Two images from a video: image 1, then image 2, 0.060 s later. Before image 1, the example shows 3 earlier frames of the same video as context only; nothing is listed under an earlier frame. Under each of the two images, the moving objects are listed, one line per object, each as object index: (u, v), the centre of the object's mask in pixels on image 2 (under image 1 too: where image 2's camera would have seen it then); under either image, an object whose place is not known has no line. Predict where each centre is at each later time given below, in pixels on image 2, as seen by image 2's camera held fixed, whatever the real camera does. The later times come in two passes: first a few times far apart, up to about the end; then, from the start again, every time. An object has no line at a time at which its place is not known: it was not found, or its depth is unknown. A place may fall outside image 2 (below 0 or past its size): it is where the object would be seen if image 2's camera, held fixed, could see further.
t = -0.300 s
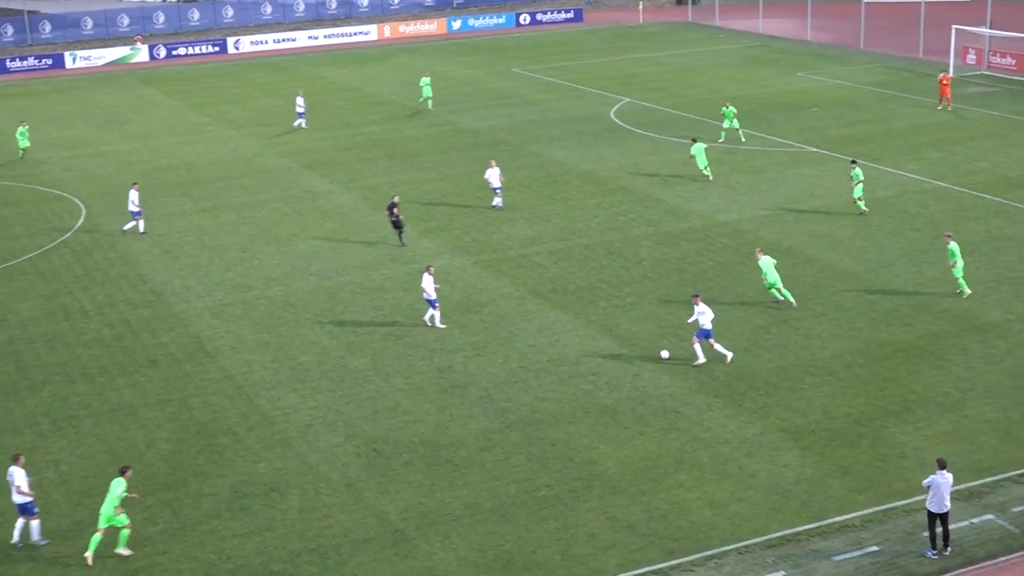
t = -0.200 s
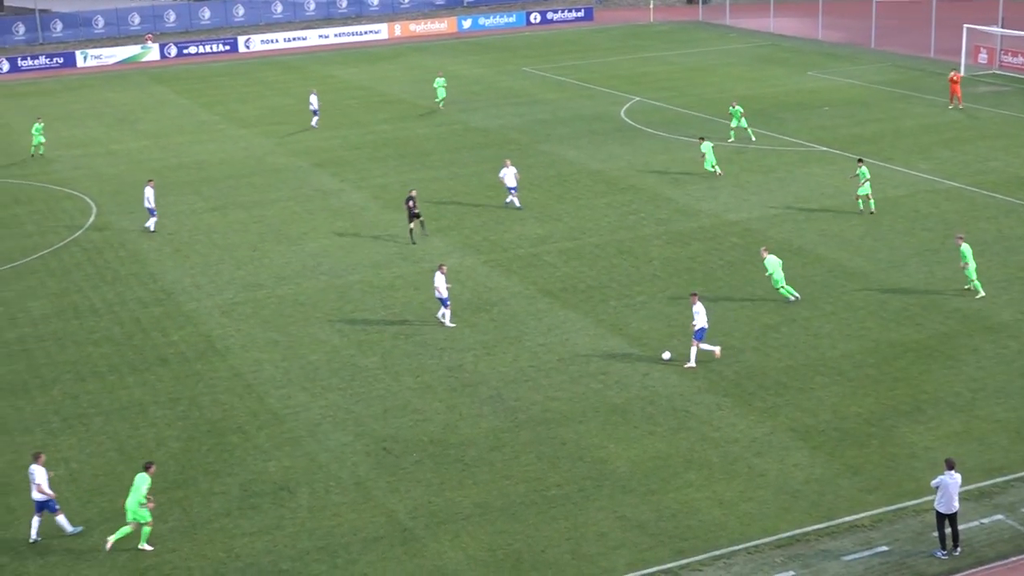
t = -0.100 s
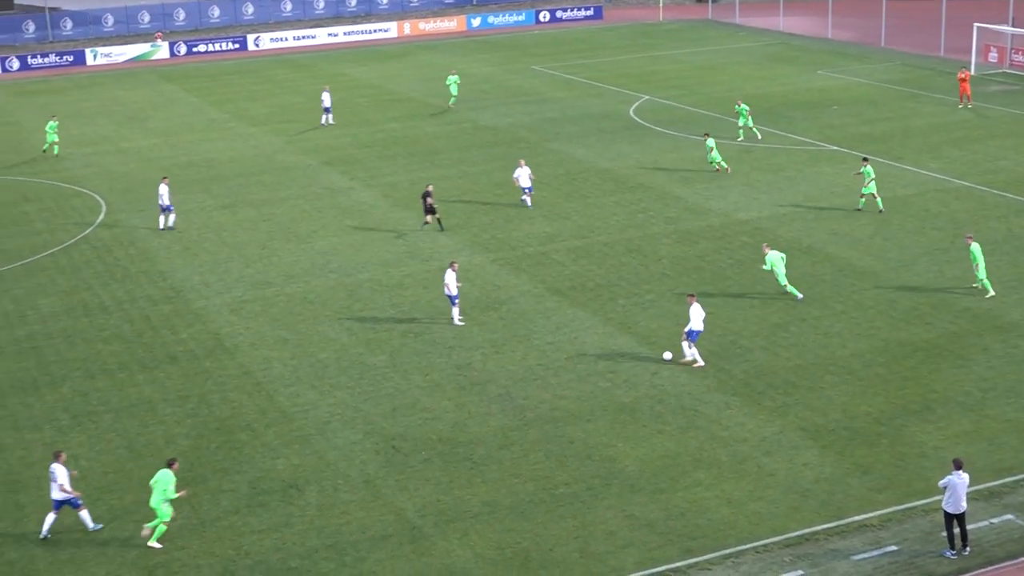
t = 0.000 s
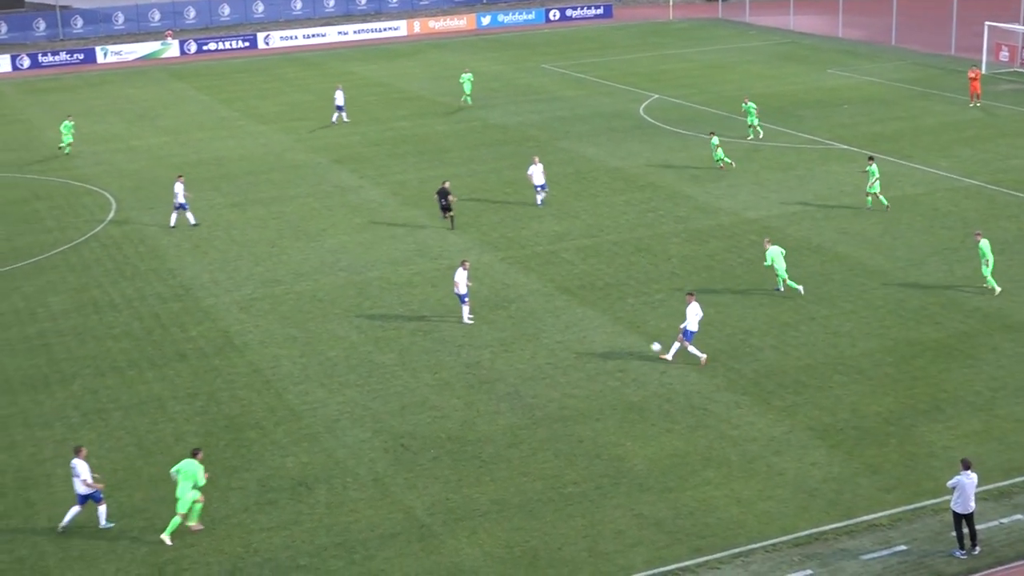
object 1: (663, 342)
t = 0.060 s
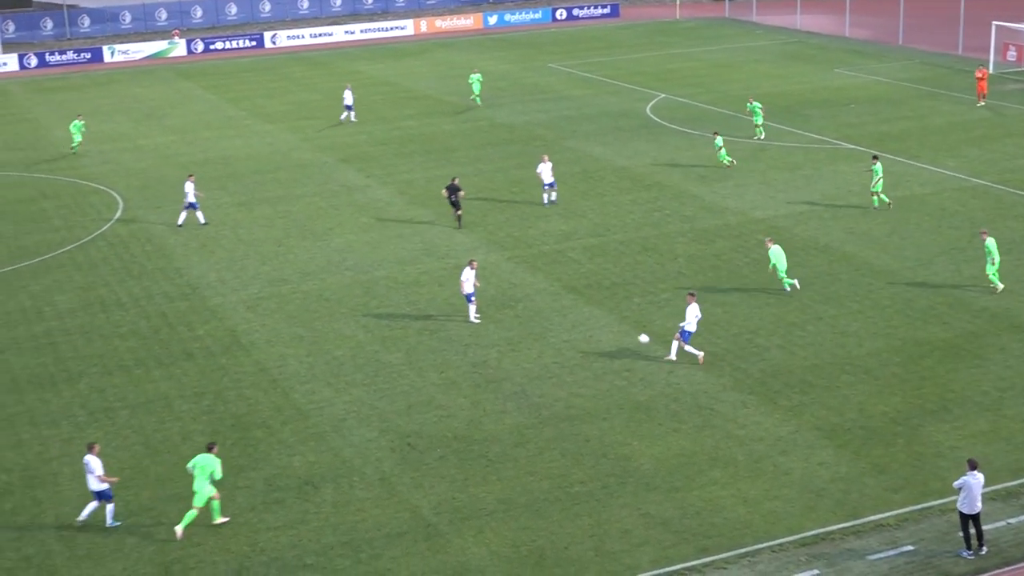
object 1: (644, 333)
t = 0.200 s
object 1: (602, 321)
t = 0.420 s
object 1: (543, 315)
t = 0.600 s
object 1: (512, 306)
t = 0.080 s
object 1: (638, 331)
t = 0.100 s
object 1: (632, 329)
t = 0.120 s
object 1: (626, 326)
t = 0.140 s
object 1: (619, 325)
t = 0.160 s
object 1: (613, 323)
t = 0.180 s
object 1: (607, 322)
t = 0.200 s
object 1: (602, 321)
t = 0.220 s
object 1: (595, 319)
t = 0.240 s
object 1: (591, 317)
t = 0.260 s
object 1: (584, 317)
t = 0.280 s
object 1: (579, 316)
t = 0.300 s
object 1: (573, 315)
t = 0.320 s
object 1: (568, 315)
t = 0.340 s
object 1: (563, 315)
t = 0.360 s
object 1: (558, 314)
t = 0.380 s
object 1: (553, 314)
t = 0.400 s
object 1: (548, 315)
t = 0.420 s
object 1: (543, 315)
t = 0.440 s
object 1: (538, 316)
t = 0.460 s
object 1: (534, 314)
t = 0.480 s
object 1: (531, 313)
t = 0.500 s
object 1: (528, 311)
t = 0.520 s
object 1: (525, 310)
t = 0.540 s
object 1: (522, 308)
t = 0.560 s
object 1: (518, 307)
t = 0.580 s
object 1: (515, 306)
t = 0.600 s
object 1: (512, 306)
